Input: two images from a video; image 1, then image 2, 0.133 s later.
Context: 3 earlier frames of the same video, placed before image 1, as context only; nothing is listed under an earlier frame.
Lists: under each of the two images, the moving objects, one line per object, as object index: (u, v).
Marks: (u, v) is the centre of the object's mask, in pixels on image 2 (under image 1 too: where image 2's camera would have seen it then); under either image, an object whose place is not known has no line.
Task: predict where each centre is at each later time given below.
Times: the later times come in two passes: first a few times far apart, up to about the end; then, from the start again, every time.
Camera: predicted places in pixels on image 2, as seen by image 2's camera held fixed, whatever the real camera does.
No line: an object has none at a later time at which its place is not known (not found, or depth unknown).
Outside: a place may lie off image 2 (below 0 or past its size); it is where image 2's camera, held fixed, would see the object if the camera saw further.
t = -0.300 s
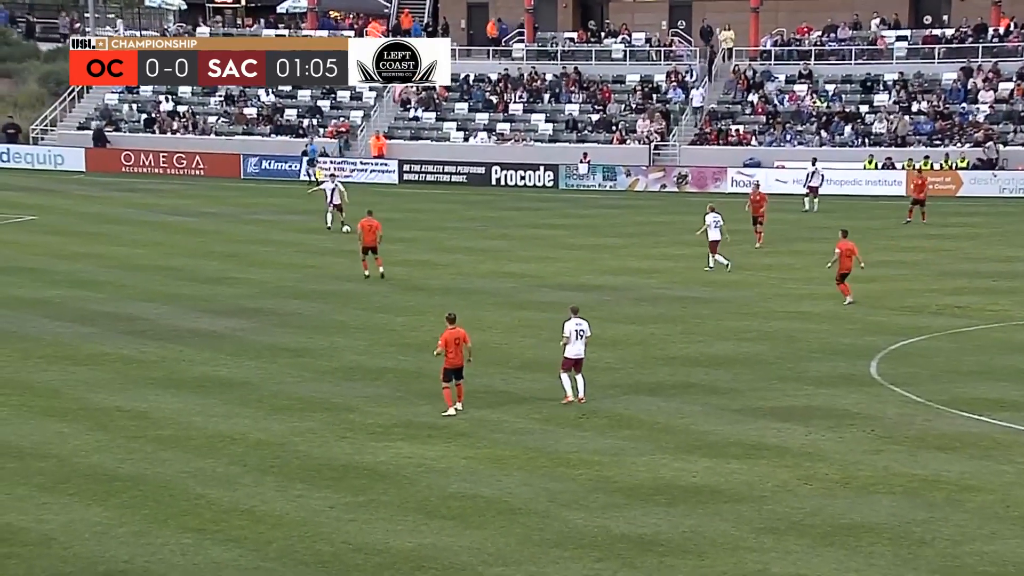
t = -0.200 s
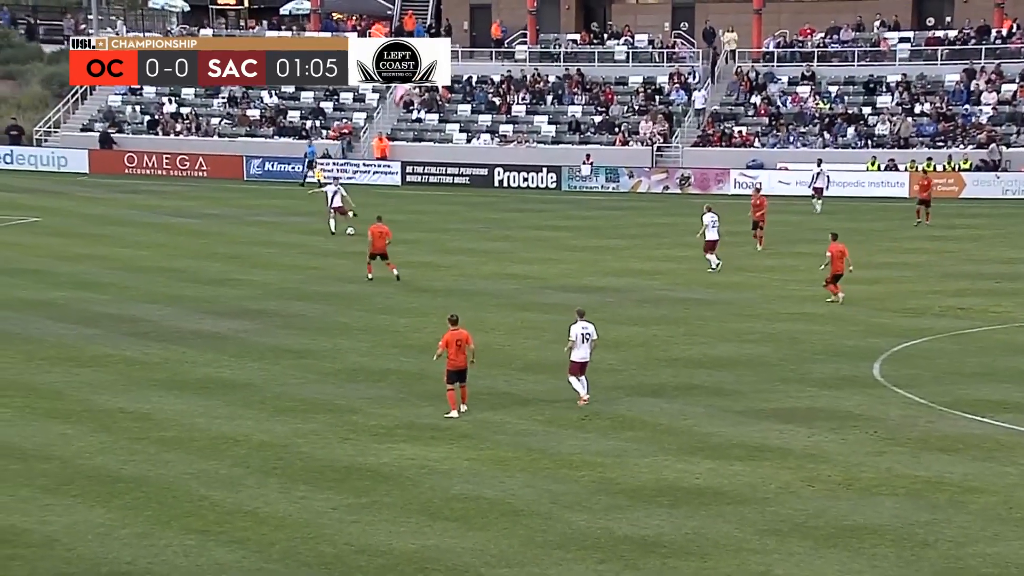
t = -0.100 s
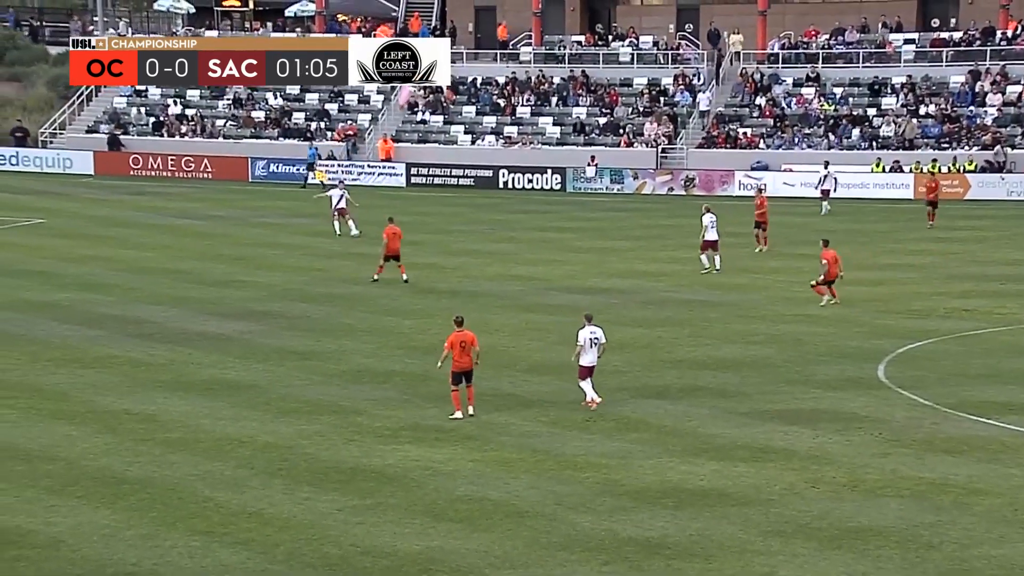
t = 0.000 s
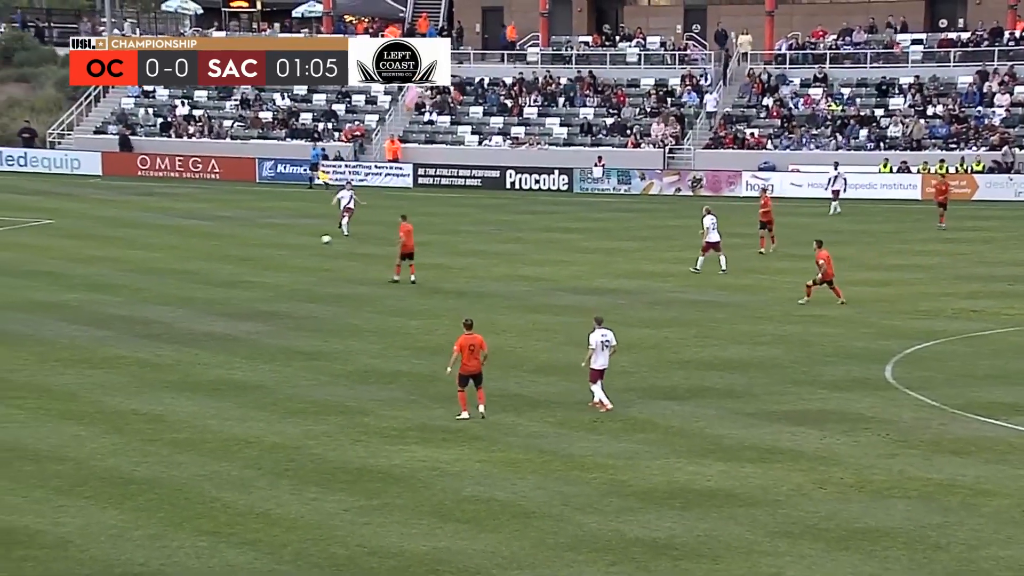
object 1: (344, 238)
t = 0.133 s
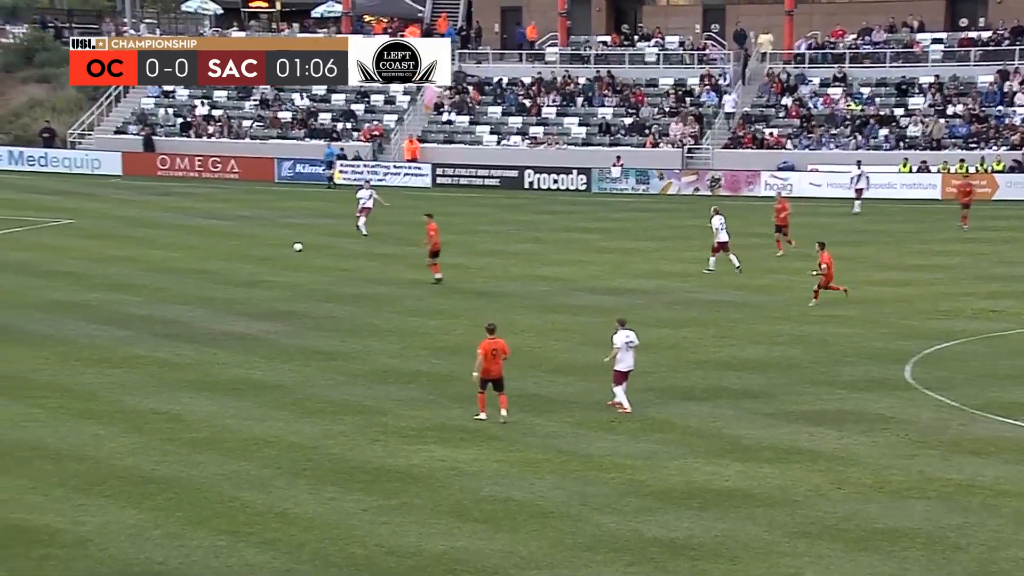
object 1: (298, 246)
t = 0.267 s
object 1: (253, 255)
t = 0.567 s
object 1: (165, 268)
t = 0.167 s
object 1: (286, 248)
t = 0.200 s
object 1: (275, 250)
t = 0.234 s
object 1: (264, 253)
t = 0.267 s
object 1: (253, 255)
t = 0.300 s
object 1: (243, 255)
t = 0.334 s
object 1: (233, 256)
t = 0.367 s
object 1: (223, 257)
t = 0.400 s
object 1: (212, 260)
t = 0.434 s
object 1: (202, 263)
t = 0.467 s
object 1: (193, 265)
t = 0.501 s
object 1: (183, 266)
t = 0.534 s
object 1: (174, 267)
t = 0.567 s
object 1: (165, 268)
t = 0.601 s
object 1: (156, 270)
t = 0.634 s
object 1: (147, 272)
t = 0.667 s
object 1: (138, 274)
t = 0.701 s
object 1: (129, 275)
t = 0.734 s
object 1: (121, 276)
